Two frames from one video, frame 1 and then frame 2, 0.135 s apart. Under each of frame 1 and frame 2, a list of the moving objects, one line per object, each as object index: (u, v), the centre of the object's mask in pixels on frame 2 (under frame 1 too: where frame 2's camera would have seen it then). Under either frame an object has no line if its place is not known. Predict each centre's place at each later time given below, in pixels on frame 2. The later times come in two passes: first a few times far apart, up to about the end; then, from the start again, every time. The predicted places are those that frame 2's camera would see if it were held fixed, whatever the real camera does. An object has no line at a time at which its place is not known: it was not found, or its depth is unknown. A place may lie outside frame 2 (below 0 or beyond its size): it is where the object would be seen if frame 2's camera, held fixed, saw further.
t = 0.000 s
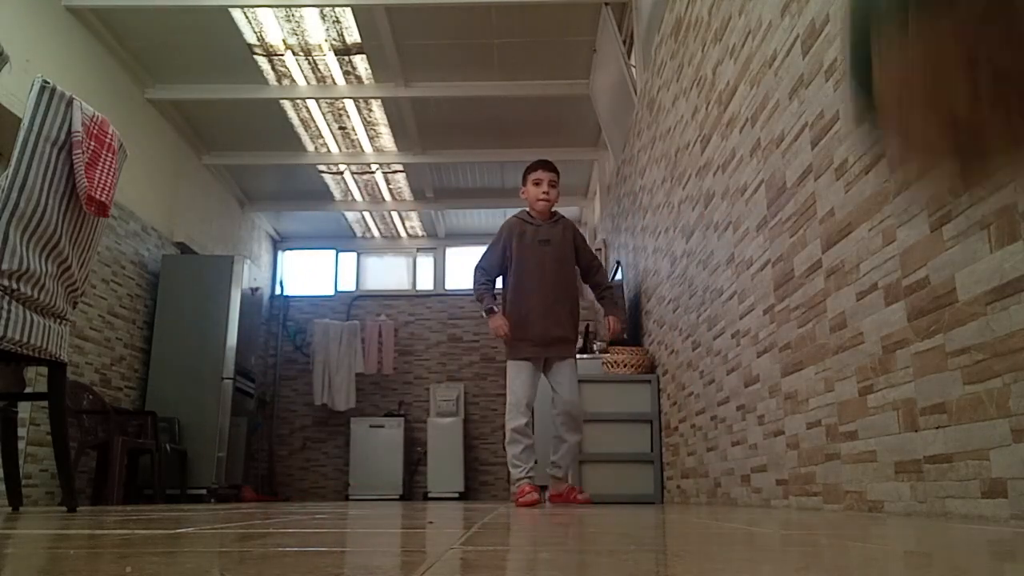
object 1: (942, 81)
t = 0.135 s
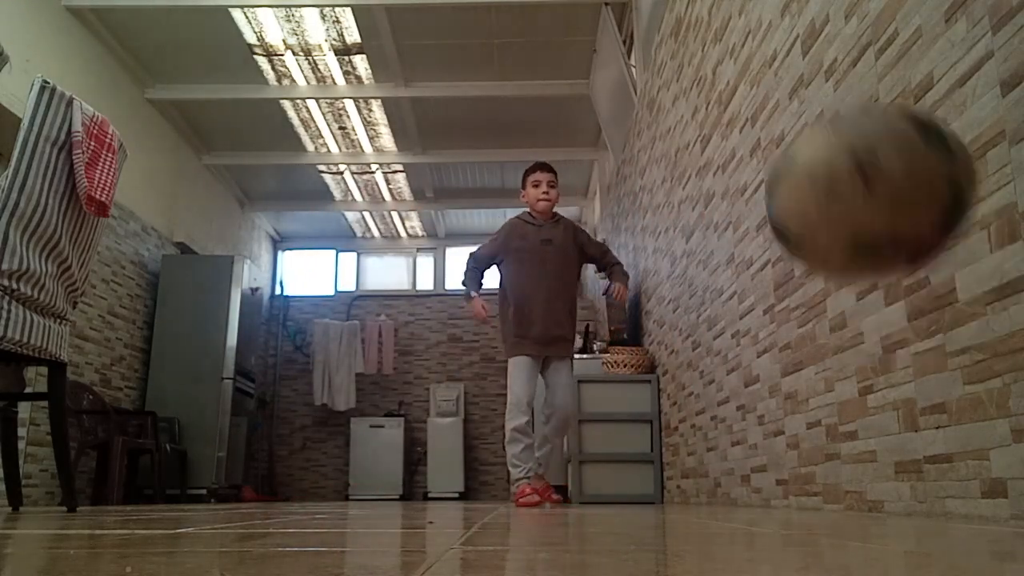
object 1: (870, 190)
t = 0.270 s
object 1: (785, 43)
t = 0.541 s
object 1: (712, 60)
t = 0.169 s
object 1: (842, 130)
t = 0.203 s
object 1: (822, 83)
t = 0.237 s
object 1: (802, 57)
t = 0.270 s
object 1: (785, 43)
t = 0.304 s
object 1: (771, 34)
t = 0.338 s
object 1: (759, 28)
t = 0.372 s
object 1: (748, 26)
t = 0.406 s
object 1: (738, 26)
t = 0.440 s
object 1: (730, 29)
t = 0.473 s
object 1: (723, 35)
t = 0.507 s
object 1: (718, 44)
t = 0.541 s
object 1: (712, 60)
